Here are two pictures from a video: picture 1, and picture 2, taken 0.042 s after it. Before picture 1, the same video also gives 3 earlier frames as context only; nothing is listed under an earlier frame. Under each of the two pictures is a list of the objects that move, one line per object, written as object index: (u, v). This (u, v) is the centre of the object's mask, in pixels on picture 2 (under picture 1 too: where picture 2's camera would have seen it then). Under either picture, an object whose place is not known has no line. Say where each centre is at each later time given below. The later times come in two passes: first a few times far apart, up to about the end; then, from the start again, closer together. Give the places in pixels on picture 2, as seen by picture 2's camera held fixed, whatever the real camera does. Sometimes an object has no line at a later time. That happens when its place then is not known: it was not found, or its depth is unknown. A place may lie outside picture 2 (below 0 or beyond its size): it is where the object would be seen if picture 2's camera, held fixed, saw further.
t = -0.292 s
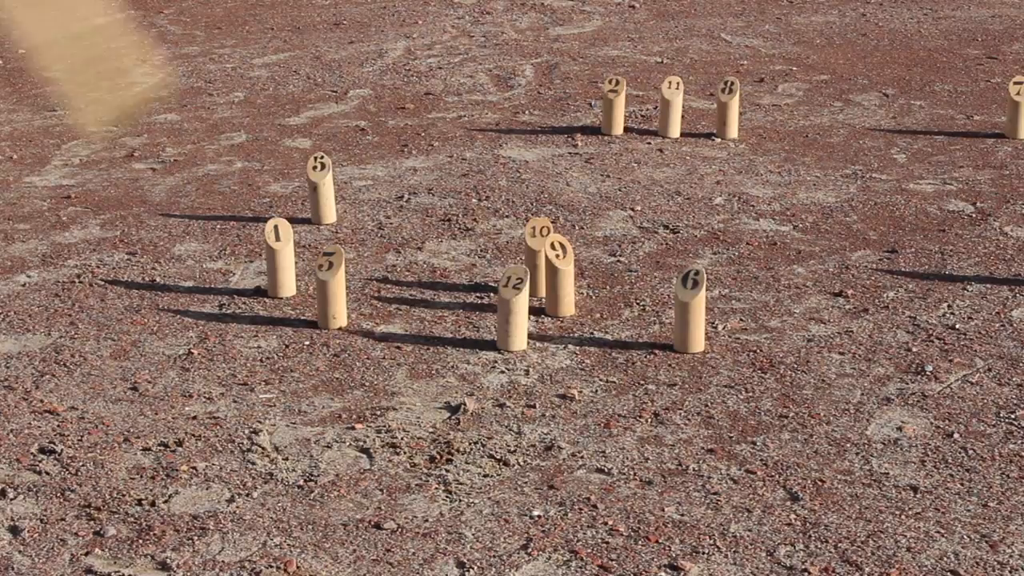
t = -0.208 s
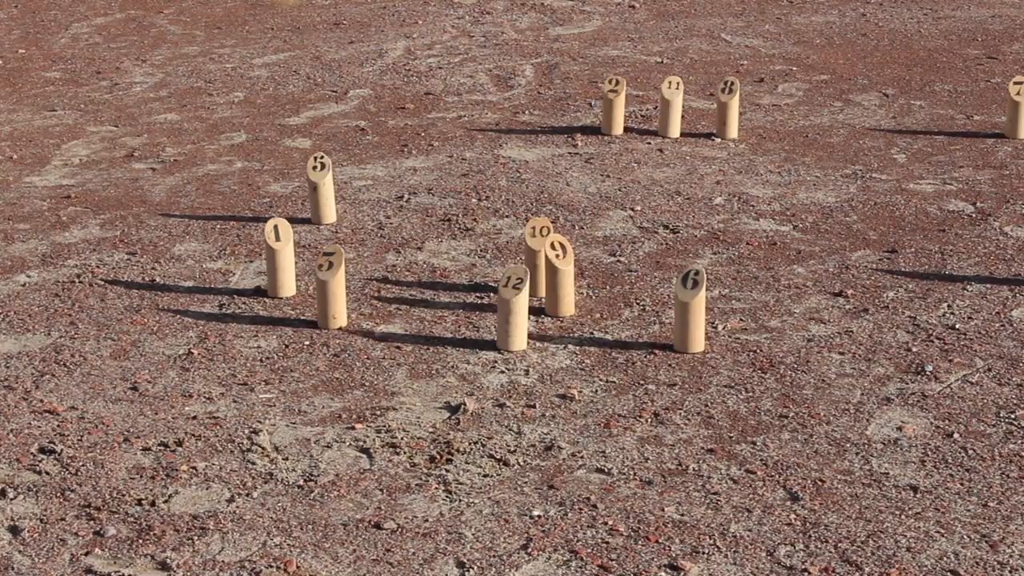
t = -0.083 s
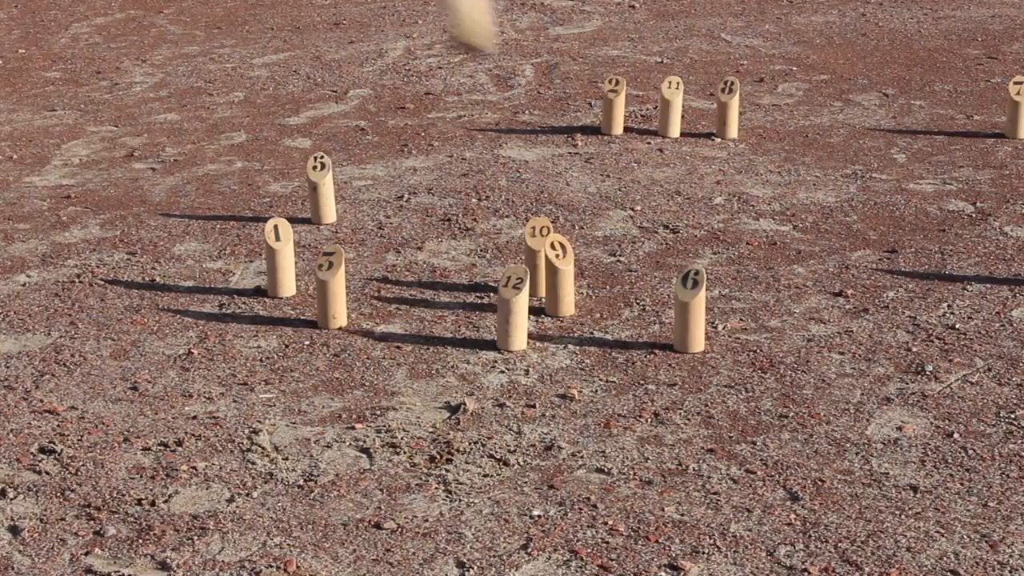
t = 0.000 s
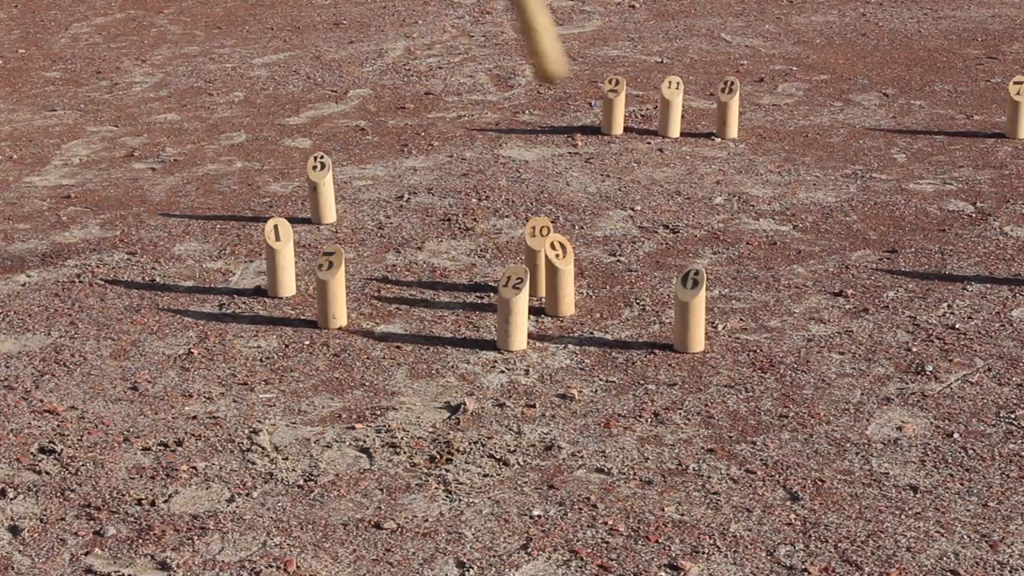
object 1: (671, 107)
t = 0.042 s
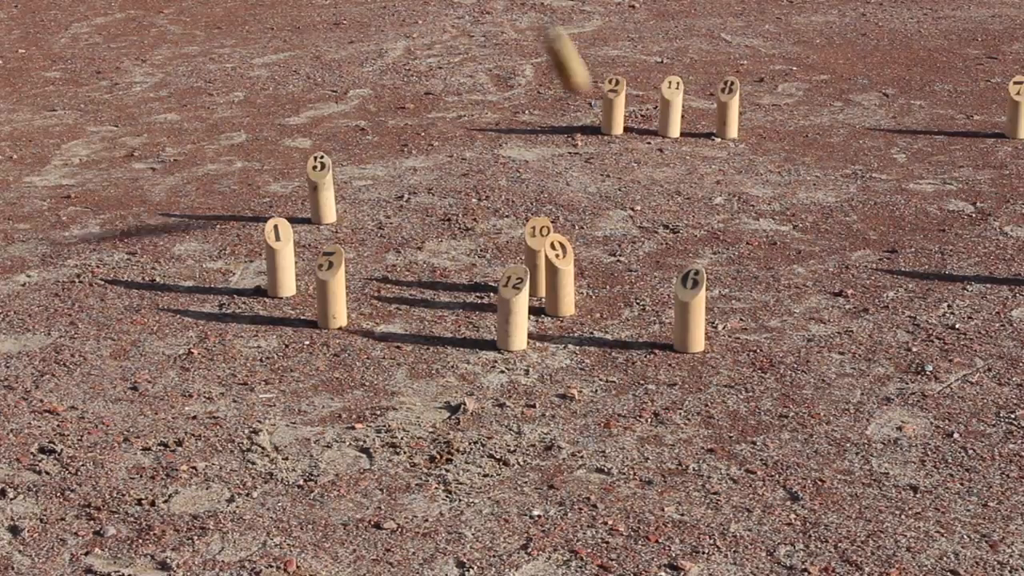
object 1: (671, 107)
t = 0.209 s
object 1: (671, 107)
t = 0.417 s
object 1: (747, 103)
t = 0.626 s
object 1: (799, 103)
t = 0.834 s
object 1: (808, 105)
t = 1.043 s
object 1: (810, 106)
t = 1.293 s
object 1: (811, 109)
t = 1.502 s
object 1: (811, 110)
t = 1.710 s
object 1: (811, 110)
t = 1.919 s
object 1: (811, 109)
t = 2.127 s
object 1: (811, 109)
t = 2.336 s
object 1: (812, 109)
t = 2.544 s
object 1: (812, 109)
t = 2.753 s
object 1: (812, 109)
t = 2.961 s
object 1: (812, 109)
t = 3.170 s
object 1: (812, 109)
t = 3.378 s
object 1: (811, 109)
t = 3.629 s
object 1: (811, 110)
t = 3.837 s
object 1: (811, 110)
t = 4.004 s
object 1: (811, 110)
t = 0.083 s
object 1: (671, 107)
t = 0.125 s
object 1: (671, 107)
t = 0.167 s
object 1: (671, 107)
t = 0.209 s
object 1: (671, 107)
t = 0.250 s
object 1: (680, 105)
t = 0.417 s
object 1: (747, 103)
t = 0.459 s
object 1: (756, 104)
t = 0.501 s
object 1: (769, 106)
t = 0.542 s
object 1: (780, 103)
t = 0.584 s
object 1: (793, 102)
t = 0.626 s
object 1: (799, 103)
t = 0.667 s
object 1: (804, 103)
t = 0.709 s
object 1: (806, 104)
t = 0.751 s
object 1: (806, 104)
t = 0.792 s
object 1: (807, 105)
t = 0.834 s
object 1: (808, 105)
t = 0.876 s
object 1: (808, 105)
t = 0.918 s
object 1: (809, 106)
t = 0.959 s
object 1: (809, 106)
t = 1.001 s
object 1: (809, 106)
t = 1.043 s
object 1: (810, 106)
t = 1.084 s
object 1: (811, 107)
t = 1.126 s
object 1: (811, 108)
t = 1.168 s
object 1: (812, 108)
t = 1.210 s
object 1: (812, 109)
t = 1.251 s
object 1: (811, 109)
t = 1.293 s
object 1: (811, 109)
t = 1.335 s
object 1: (812, 109)
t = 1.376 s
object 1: (811, 110)
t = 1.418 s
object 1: (811, 110)
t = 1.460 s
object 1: (811, 110)
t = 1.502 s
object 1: (811, 110)
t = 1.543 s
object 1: (811, 110)
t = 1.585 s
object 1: (811, 110)
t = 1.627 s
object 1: (811, 110)
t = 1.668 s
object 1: (811, 110)
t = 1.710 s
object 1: (811, 110)
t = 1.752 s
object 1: (811, 110)
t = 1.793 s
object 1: (811, 109)
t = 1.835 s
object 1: (811, 109)
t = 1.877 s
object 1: (811, 109)
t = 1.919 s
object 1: (811, 109)
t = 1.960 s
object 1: (812, 109)
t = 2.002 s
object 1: (812, 109)
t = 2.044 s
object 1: (811, 109)
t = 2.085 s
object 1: (812, 109)
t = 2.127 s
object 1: (811, 109)
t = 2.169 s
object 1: (812, 109)
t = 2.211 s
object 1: (812, 109)
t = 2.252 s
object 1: (812, 109)
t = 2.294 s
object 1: (812, 109)
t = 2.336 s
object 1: (812, 109)
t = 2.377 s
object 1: (812, 109)
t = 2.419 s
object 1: (812, 109)
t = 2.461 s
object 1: (812, 109)
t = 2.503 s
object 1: (812, 109)
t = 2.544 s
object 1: (812, 109)
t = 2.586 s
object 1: (812, 109)
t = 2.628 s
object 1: (812, 109)
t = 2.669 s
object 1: (812, 109)
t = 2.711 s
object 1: (812, 109)
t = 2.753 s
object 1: (812, 109)
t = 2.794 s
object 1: (812, 109)
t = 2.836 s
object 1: (812, 109)
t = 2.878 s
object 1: (812, 109)
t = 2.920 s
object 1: (812, 109)
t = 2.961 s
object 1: (812, 109)
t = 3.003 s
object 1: (812, 109)
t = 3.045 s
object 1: (812, 109)
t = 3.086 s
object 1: (812, 109)
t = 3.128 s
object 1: (812, 109)
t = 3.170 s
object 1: (812, 109)
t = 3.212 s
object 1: (812, 109)
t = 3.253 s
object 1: (812, 109)
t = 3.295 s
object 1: (812, 109)
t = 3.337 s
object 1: (811, 109)
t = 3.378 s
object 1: (811, 109)
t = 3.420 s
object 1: (812, 110)
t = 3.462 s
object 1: (811, 110)
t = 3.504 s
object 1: (812, 109)
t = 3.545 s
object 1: (811, 109)
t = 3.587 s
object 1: (811, 110)
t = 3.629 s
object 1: (811, 110)
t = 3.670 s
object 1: (811, 109)
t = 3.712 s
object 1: (811, 109)
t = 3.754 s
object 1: (811, 110)
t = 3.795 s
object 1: (811, 110)
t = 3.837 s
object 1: (811, 110)
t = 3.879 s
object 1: (811, 110)
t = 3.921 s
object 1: (811, 110)
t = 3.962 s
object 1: (811, 110)
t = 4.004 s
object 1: (811, 110)
